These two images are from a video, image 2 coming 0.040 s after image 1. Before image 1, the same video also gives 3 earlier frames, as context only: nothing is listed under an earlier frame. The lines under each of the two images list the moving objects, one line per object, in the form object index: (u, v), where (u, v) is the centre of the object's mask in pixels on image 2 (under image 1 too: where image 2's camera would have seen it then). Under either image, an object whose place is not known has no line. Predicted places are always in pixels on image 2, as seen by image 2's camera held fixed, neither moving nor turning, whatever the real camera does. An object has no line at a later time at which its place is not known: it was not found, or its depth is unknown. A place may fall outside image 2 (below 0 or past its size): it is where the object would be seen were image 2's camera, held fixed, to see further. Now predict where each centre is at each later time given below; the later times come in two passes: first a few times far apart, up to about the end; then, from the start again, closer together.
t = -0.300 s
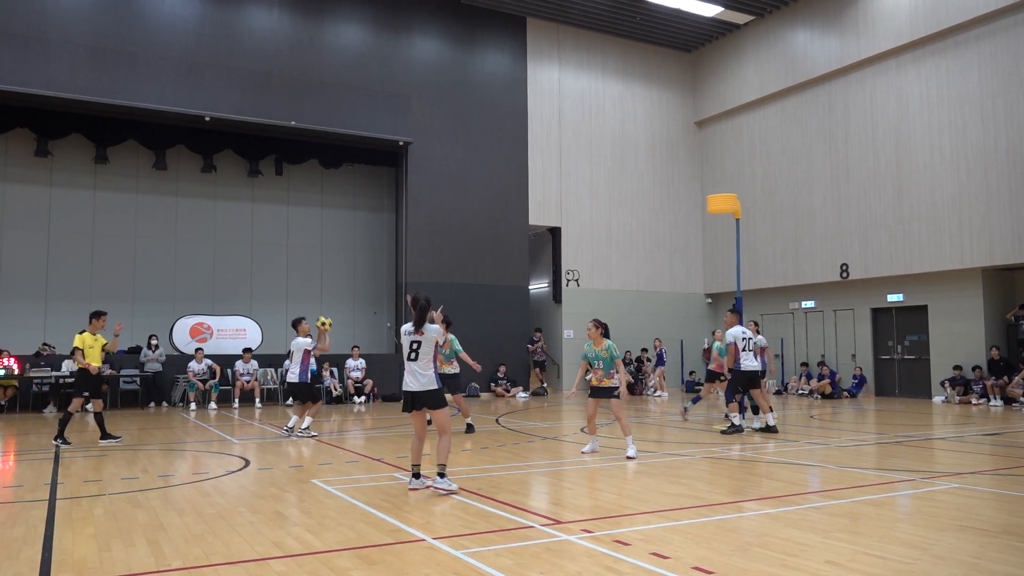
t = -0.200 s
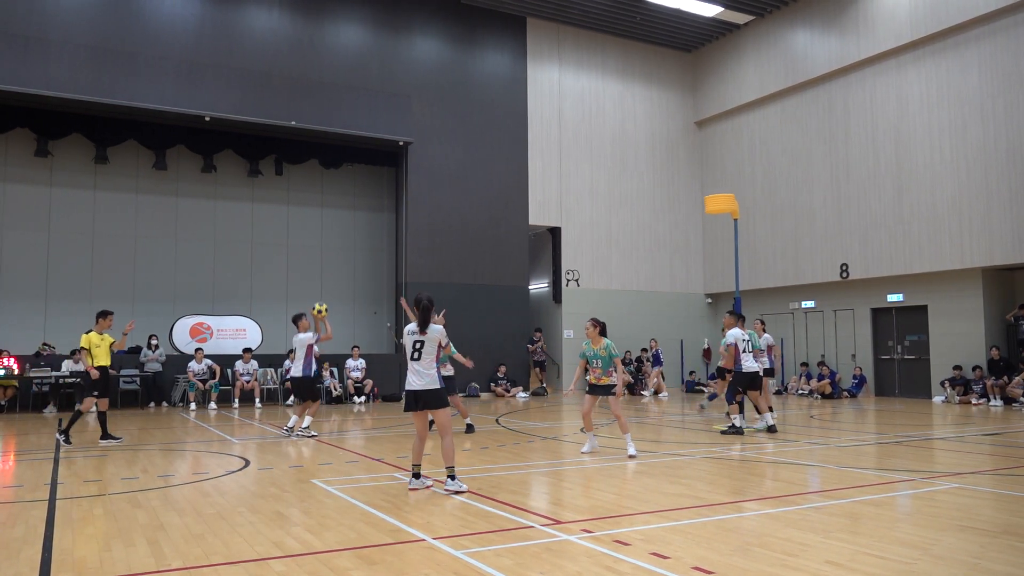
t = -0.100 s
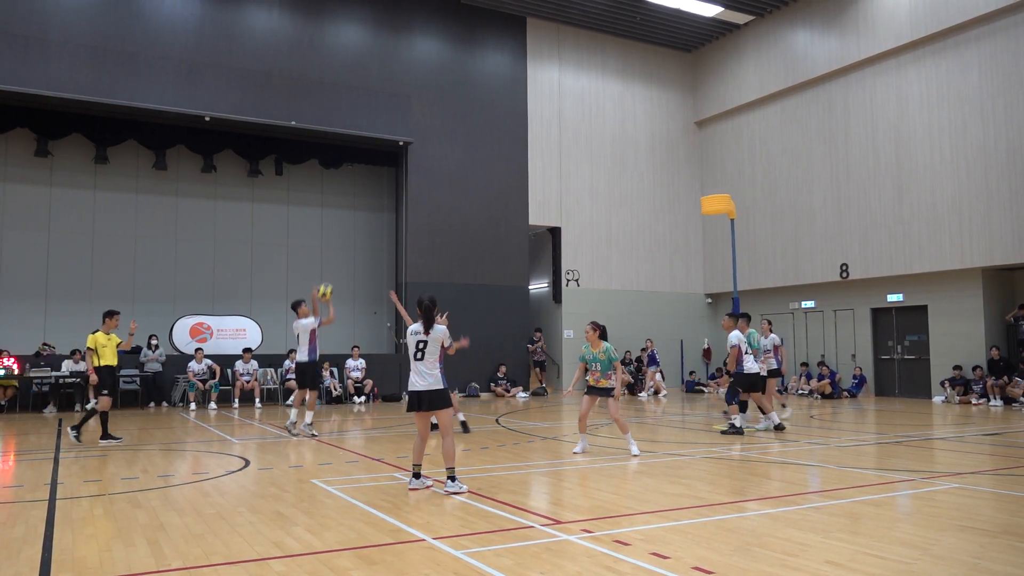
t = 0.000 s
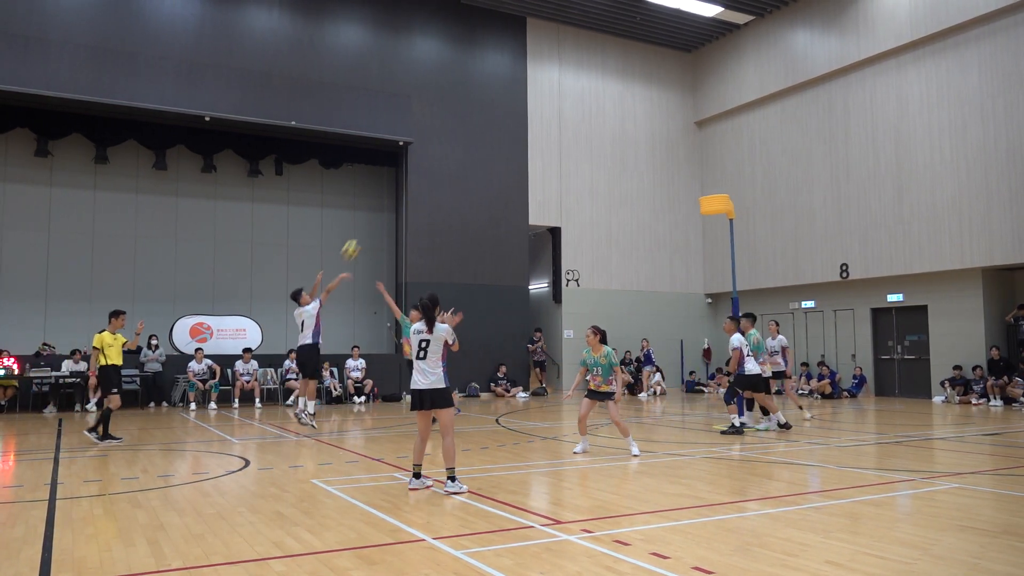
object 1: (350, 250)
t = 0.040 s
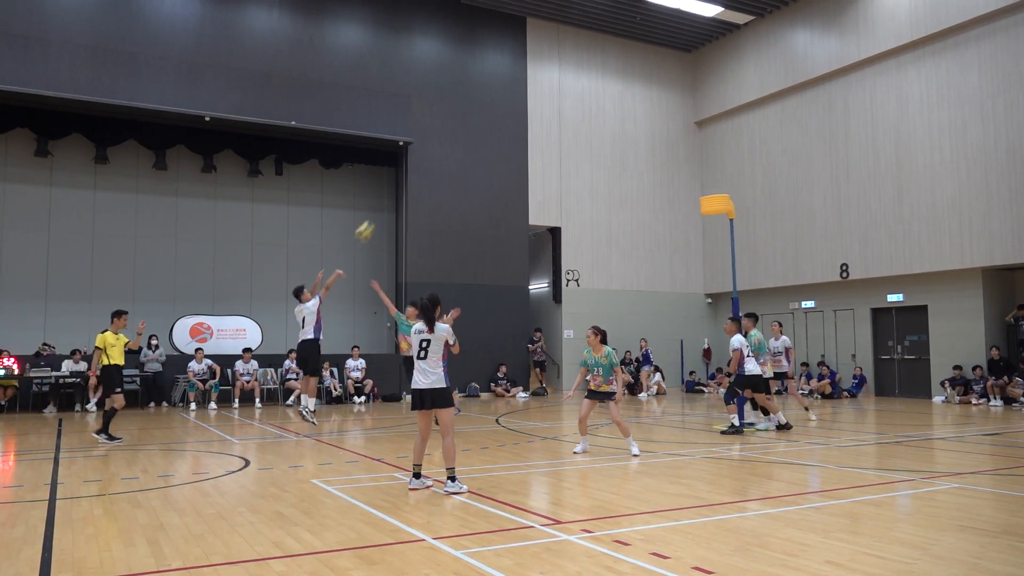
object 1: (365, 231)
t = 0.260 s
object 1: (440, 152)
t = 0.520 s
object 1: (522, 102)
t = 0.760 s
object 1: (595, 95)
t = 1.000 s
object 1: (665, 123)
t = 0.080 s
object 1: (379, 214)
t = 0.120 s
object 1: (392, 198)
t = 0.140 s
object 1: (399, 191)
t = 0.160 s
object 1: (406, 184)
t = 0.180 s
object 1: (413, 177)
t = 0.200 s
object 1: (420, 169)
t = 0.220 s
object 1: (426, 164)
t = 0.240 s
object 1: (433, 158)
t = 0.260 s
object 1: (440, 152)
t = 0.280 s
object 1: (447, 147)
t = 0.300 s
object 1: (453, 142)
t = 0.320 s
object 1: (459, 137)
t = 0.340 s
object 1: (466, 132)
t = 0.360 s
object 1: (472, 127)
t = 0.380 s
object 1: (479, 123)
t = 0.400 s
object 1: (485, 119)
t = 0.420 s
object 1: (492, 116)
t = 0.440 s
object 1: (498, 113)
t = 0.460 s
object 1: (504, 109)
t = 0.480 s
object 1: (510, 106)
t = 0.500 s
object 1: (516, 104)
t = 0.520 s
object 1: (522, 102)
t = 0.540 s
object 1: (529, 100)
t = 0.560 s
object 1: (534, 98)
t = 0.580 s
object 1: (541, 97)
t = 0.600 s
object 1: (547, 96)
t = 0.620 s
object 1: (553, 95)
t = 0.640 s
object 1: (559, 94)
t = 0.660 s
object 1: (565, 93)
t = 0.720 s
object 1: (583, 93)
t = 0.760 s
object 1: (595, 95)
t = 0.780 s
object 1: (601, 95)
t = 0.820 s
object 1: (613, 99)
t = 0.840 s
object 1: (619, 100)
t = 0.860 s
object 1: (624, 102)
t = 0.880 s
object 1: (630, 104)
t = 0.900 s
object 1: (636, 107)
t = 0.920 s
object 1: (642, 109)
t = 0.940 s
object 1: (647, 112)
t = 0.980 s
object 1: (659, 119)
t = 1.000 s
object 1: (665, 123)
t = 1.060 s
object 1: (682, 135)
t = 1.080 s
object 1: (688, 139)
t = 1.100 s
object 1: (694, 144)
